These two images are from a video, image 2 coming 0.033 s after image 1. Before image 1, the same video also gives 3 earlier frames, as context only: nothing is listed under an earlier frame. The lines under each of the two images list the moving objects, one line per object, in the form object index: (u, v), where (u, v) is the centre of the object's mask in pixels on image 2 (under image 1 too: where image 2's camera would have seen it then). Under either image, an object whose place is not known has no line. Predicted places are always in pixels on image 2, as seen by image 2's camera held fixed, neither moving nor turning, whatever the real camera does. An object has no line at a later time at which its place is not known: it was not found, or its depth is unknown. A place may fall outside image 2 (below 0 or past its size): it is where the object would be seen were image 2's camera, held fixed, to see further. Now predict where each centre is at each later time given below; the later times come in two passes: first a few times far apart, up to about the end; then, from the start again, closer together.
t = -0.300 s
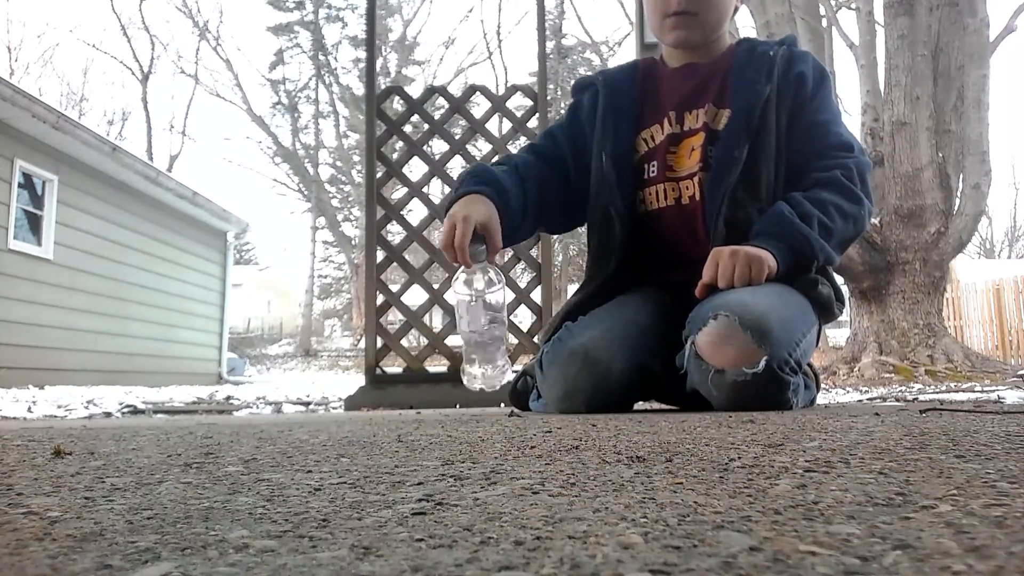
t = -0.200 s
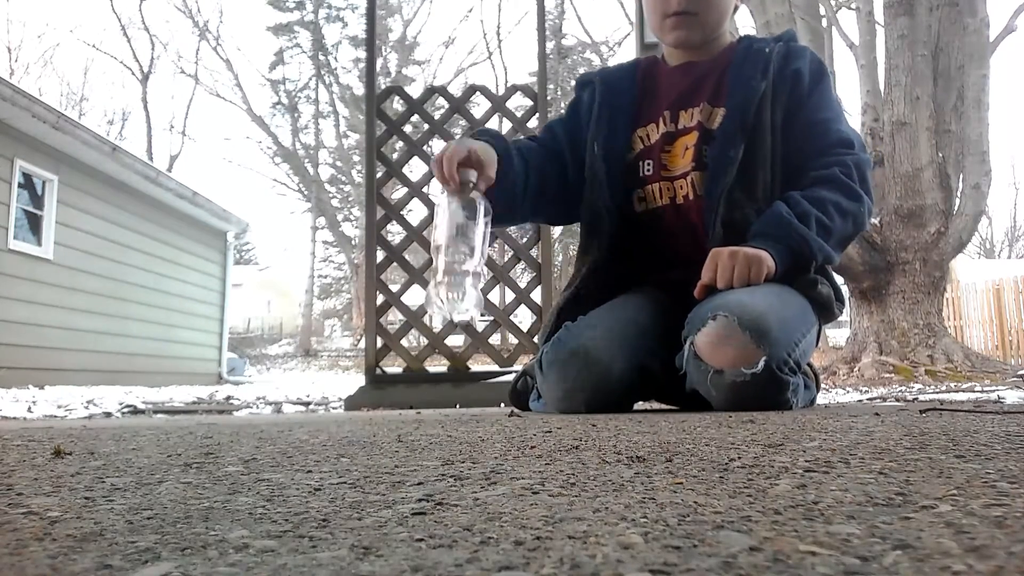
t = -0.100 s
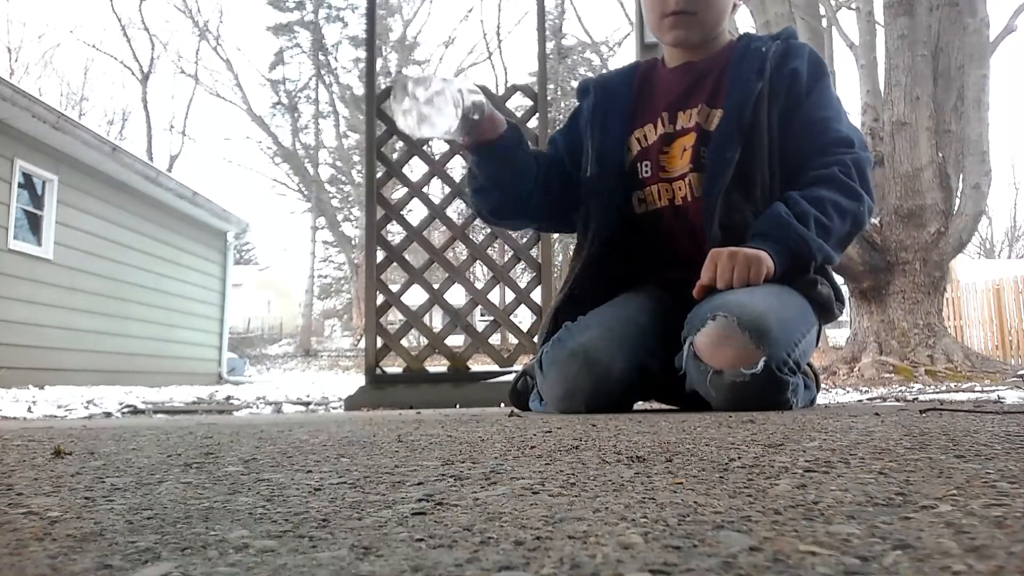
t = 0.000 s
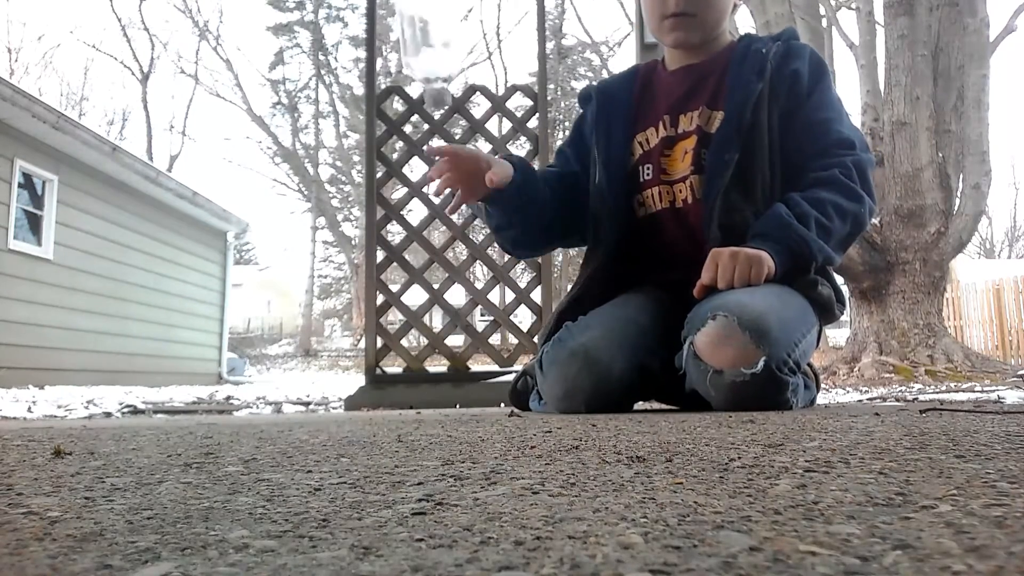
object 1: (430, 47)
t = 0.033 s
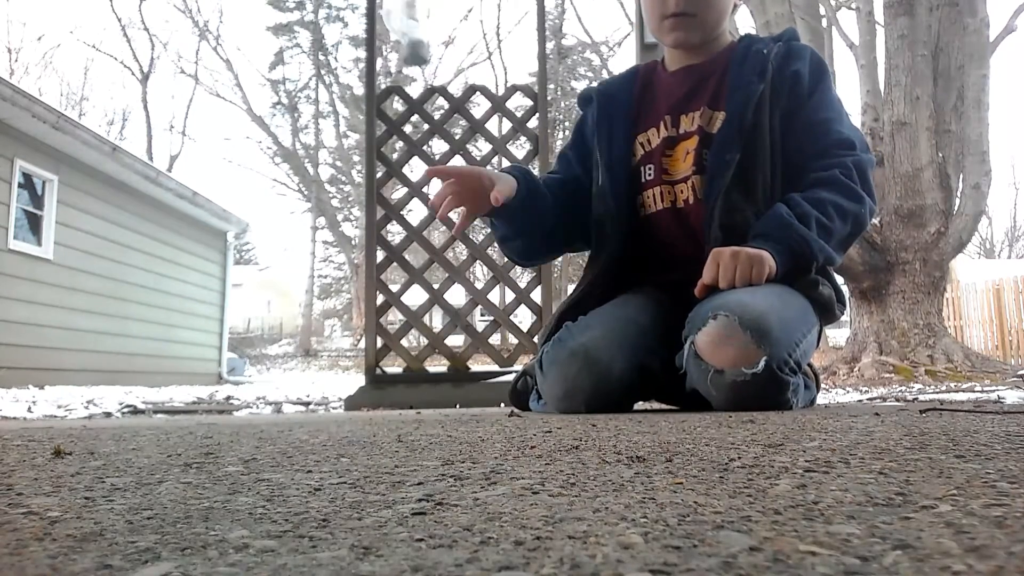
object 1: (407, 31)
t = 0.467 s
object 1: (353, 309)
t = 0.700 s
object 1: (326, 305)
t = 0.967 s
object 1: (316, 377)
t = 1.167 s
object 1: (302, 377)
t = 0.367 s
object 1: (371, 117)
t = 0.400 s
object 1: (365, 223)
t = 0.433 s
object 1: (360, 307)
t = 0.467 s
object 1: (353, 309)
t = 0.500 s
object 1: (348, 307)
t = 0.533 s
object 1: (344, 303)
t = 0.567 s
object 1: (341, 302)
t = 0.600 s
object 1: (337, 298)
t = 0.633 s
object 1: (334, 297)
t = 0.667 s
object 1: (330, 300)
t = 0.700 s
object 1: (326, 305)
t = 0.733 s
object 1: (324, 321)
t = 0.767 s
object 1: (317, 358)
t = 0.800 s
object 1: (317, 368)
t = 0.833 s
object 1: (315, 374)
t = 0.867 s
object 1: (316, 377)
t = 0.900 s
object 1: (317, 376)
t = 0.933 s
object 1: (317, 377)
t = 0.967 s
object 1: (316, 377)
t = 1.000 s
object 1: (315, 377)
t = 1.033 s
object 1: (313, 376)
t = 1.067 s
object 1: (311, 377)
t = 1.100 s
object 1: (309, 377)
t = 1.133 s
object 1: (307, 377)
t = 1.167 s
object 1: (302, 377)
